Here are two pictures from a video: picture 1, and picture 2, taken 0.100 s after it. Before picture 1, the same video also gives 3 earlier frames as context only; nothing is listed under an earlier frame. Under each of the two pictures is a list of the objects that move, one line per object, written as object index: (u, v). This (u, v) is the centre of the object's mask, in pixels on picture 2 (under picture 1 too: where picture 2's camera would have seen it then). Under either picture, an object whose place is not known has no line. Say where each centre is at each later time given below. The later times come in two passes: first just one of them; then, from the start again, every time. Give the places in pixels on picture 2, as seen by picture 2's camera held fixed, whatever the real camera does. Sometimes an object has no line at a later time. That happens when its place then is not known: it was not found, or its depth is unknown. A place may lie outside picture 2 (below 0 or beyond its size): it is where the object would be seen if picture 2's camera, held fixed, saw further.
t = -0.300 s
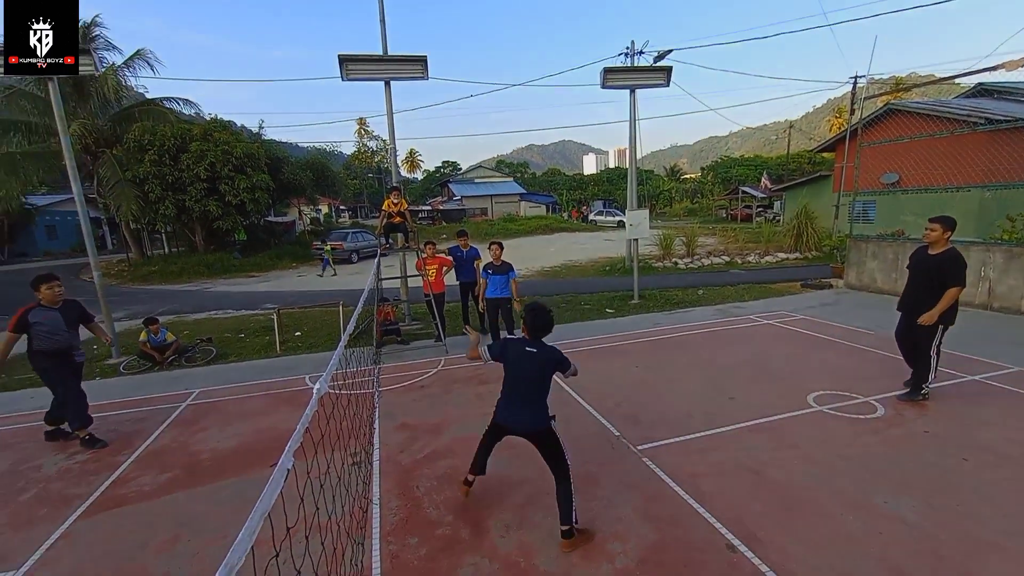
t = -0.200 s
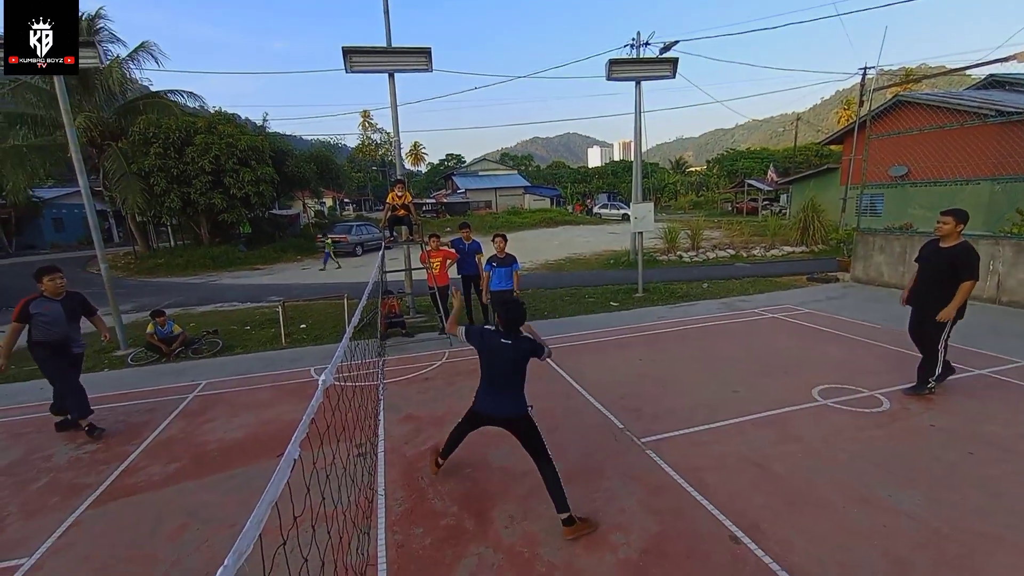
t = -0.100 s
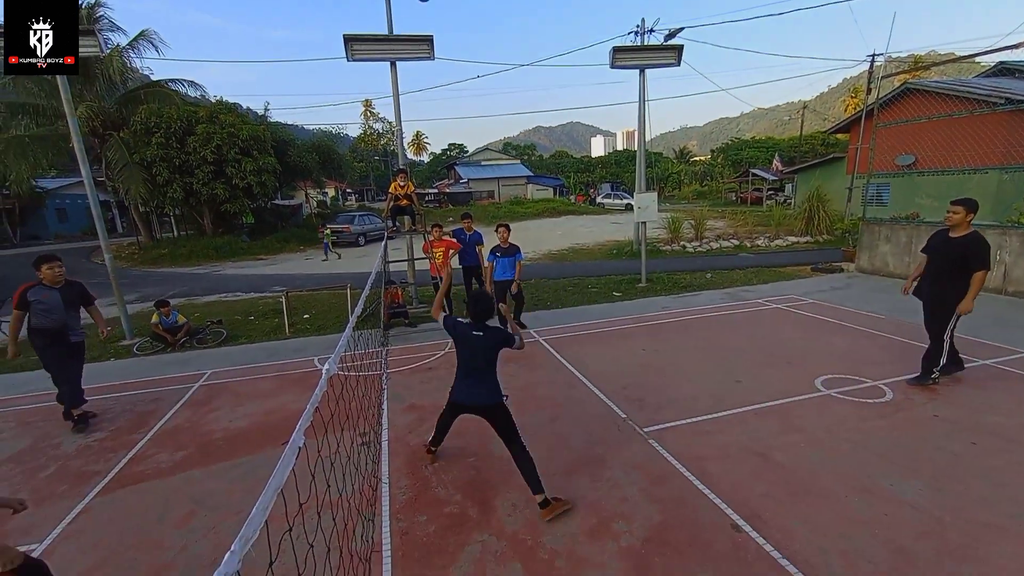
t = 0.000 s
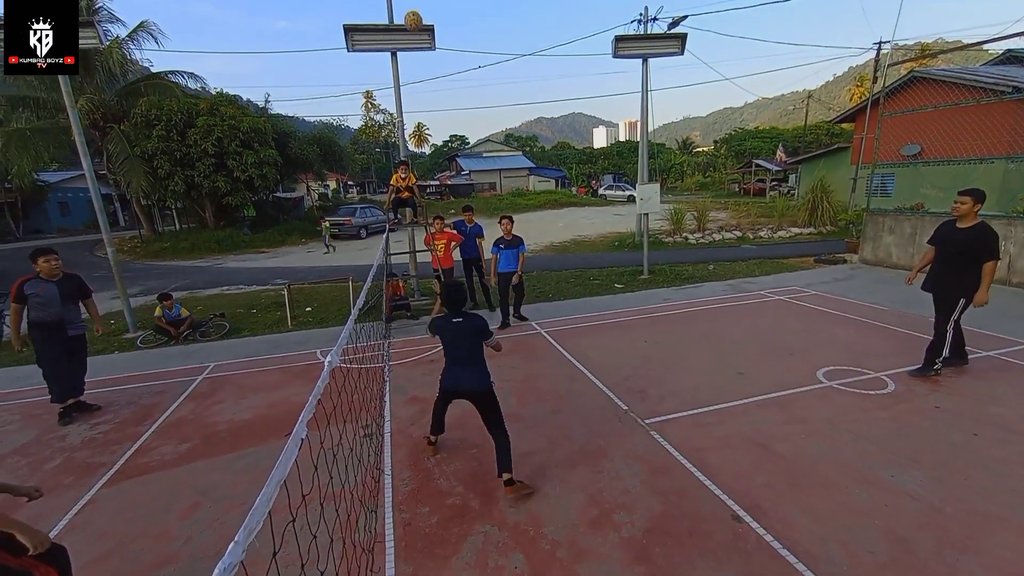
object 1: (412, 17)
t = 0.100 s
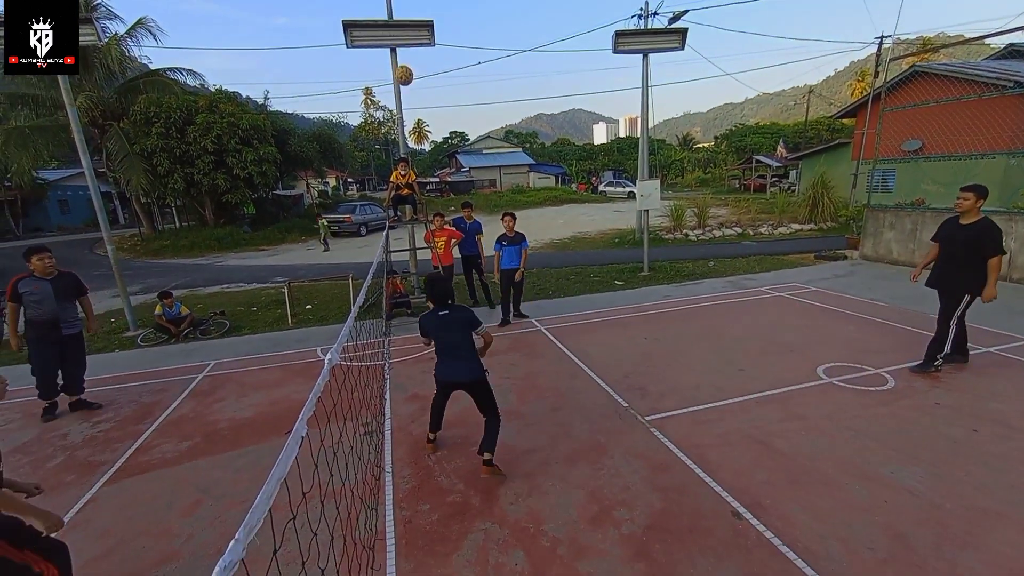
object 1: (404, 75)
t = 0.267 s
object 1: (392, 210)
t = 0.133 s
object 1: (401, 98)
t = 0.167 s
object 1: (399, 124)
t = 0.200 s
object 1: (395, 150)
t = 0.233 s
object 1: (392, 179)
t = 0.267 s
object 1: (392, 210)
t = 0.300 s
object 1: (391, 242)
